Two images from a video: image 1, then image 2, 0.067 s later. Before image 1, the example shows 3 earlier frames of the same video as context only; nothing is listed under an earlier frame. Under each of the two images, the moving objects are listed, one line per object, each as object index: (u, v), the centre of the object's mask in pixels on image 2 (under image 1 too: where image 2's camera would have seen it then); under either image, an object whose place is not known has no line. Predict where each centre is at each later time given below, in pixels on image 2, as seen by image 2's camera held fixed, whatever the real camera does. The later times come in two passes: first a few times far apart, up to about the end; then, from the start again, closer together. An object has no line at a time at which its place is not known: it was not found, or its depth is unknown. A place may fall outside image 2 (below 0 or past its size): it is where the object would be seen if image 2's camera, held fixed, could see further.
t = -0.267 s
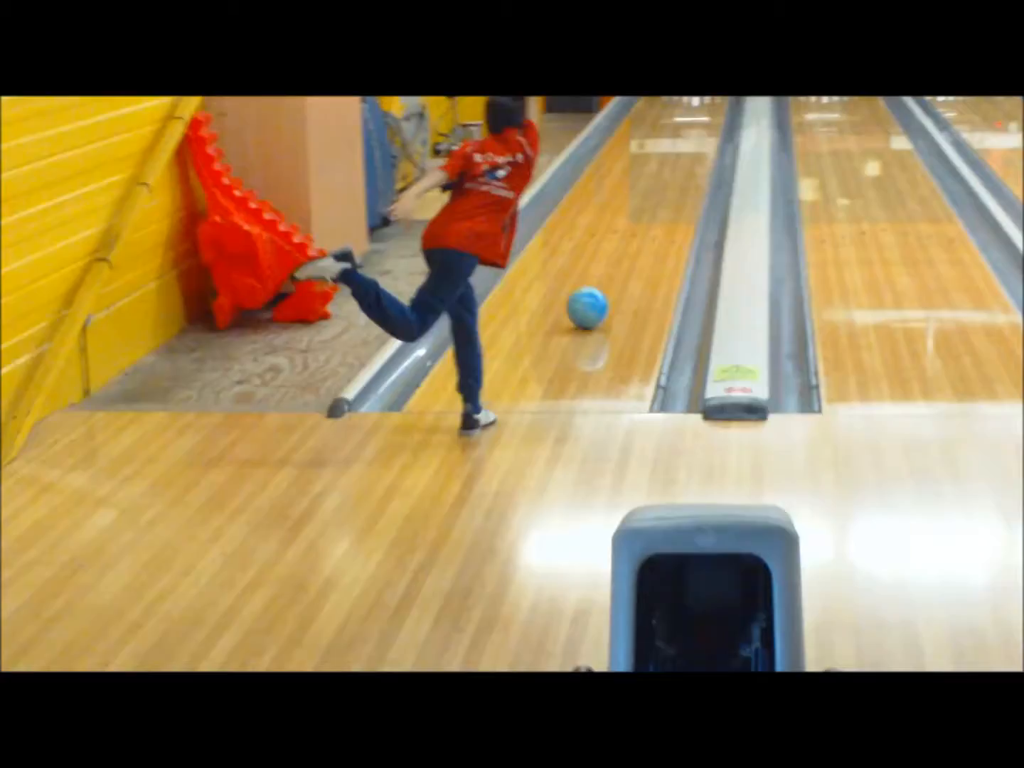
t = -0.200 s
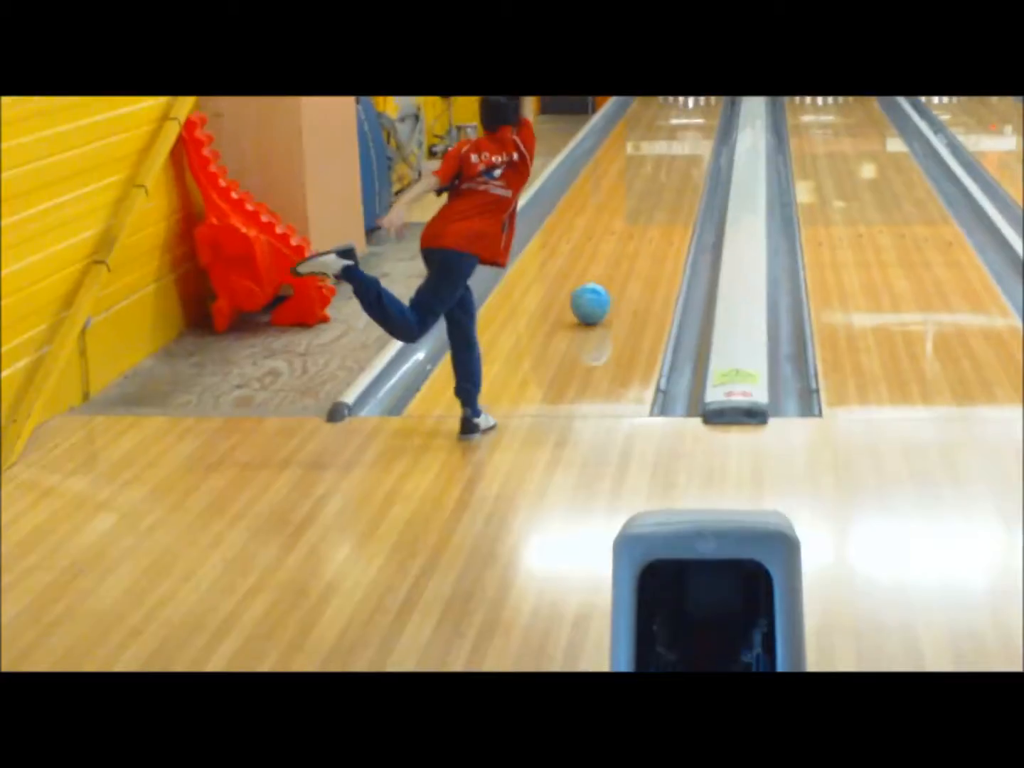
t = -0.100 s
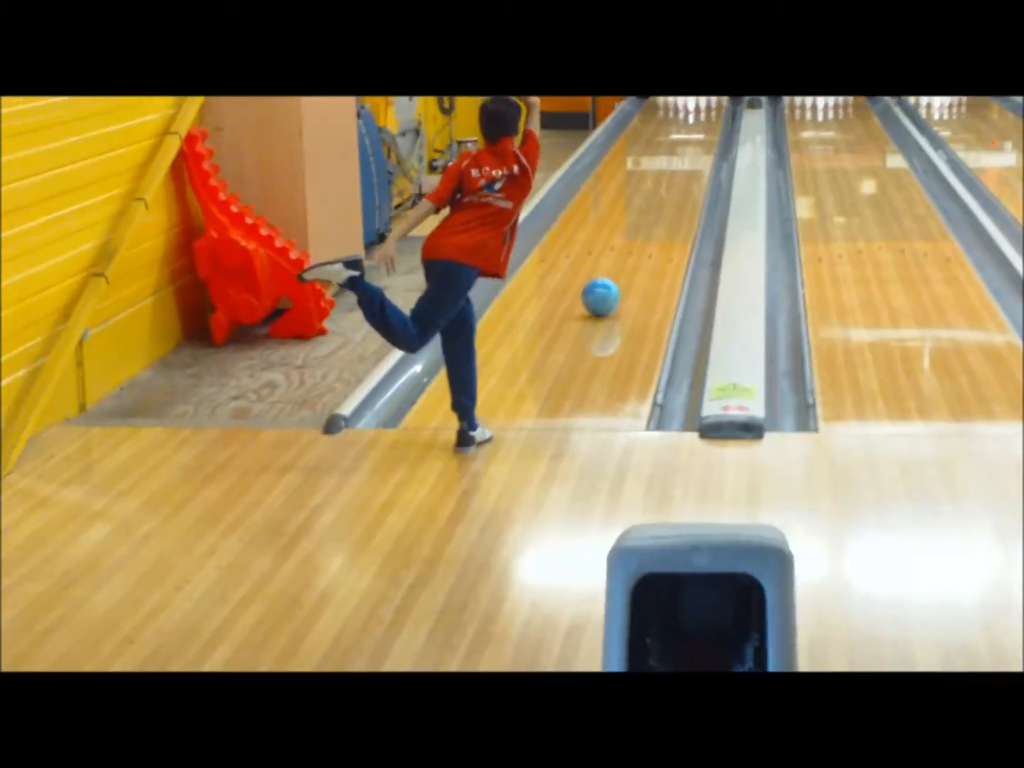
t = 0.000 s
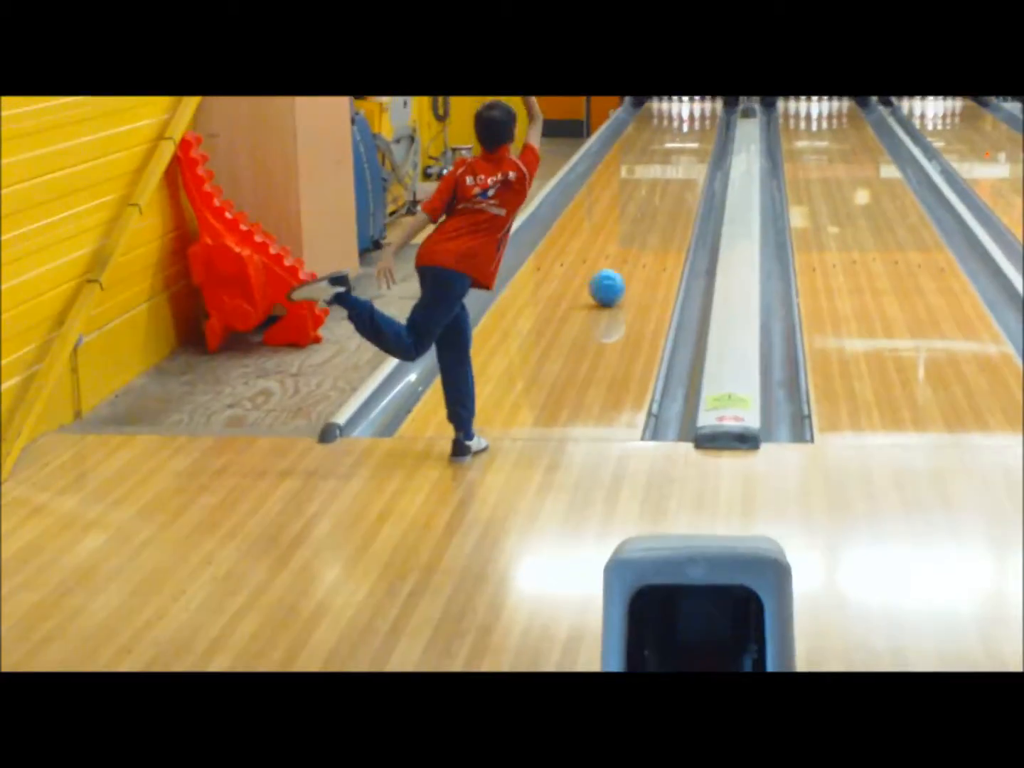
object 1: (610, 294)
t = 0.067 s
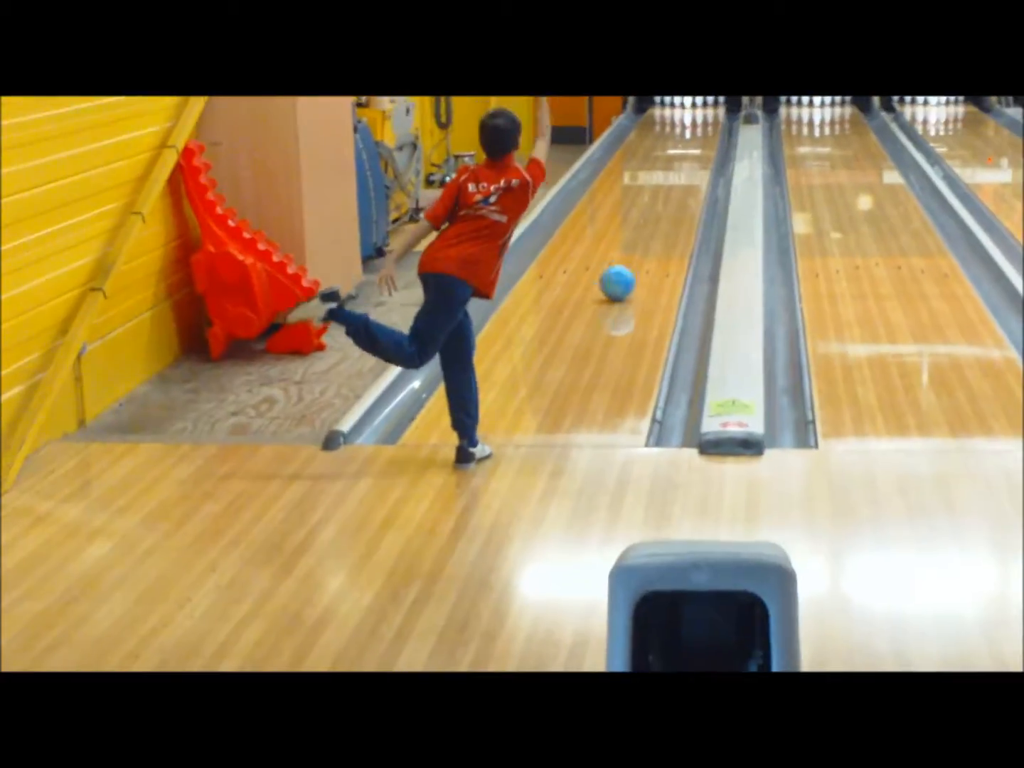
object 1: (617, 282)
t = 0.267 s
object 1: (634, 253)
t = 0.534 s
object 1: (651, 222)
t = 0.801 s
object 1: (666, 196)
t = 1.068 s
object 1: (678, 175)
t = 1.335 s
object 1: (686, 158)
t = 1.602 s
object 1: (694, 144)
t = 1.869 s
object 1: (700, 131)
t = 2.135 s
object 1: (703, 121)
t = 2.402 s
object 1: (707, 113)
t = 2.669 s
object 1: (708, 105)
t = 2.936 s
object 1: (709, 98)
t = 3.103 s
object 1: (718, 96)
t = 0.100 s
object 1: (620, 277)
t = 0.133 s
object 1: (623, 272)
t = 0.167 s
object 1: (625, 267)
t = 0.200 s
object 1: (628, 262)
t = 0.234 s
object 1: (631, 257)
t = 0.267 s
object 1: (634, 253)
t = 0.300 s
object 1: (636, 249)
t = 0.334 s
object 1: (639, 244)
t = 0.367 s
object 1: (641, 240)
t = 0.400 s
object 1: (644, 236)
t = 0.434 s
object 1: (646, 232)
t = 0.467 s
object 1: (648, 229)
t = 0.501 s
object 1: (650, 225)
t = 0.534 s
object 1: (651, 222)
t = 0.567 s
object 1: (654, 218)
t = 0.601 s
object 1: (656, 215)
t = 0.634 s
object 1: (658, 211)
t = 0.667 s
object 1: (659, 209)
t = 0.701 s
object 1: (661, 205)
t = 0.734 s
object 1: (663, 202)
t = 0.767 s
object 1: (665, 199)
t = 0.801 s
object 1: (666, 196)
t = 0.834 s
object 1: (668, 193)
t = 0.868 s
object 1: (669, 191)
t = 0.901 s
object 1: (671, 188)
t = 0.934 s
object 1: (672, 185)
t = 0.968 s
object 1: (673, 183)
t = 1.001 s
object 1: (675, 181)
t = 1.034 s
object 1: (676, 178)
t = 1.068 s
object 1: (678, 175)
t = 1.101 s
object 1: (678, 173)
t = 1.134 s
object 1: (679, 171)
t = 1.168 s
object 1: (681, 168)
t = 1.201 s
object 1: (682, 166)
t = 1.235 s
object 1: (683, 165)
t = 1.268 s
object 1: (684, 162)
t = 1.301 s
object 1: (685, 160)
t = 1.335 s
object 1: (686, 158)
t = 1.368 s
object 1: (687, 156)
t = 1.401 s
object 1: (688, 155)
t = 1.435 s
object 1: (689, 153)
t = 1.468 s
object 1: (690, 152)
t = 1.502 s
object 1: (691, 150)
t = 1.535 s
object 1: (692, 148)
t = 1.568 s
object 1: (693, 146)
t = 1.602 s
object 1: (694, 144)
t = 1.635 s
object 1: (695, 142)
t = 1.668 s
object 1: (696, 140)
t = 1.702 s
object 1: (697, 139)
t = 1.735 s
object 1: (697, 138)
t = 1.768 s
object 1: (699, 136)
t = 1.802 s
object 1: (699, 135)
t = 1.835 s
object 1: (699, 133)
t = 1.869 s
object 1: (700, 131)
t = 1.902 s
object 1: (701, 129)
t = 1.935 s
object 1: (702, 128)
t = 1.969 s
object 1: (702, 126)
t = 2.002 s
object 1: (702, 126)
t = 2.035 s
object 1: (703, 125)
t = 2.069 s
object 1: (703, 124)
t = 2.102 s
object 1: (703, 122)
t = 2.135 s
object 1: (703, 121)
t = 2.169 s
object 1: (704, 120)
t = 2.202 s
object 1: (705, 118)
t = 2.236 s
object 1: (705, 118)
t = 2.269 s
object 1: (705, 117)
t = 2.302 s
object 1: (705, 115)
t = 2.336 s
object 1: (706, 114)
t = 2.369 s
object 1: (706, 113)
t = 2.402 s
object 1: (707, 113)
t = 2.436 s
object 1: (706, 112)
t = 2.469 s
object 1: (707, 110)
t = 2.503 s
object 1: (707, 109)
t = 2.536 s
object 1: (707, 109)
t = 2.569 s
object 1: (707, 108)
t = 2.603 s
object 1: (708, 107)
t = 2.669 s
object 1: (708, 105)
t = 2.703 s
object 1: (708, 104)
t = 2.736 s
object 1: (708, 103)
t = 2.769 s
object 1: (708, 102)
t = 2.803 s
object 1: (708, 101)
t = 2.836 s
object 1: (708, 100)
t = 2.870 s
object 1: (709, 99)
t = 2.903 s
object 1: (709, 99)
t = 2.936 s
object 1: (709, 98)
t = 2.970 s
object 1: (710, 97)
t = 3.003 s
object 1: (713, 97)
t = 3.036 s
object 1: (714, 96)
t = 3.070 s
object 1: (715, 96)
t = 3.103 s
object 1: (718, 96)
